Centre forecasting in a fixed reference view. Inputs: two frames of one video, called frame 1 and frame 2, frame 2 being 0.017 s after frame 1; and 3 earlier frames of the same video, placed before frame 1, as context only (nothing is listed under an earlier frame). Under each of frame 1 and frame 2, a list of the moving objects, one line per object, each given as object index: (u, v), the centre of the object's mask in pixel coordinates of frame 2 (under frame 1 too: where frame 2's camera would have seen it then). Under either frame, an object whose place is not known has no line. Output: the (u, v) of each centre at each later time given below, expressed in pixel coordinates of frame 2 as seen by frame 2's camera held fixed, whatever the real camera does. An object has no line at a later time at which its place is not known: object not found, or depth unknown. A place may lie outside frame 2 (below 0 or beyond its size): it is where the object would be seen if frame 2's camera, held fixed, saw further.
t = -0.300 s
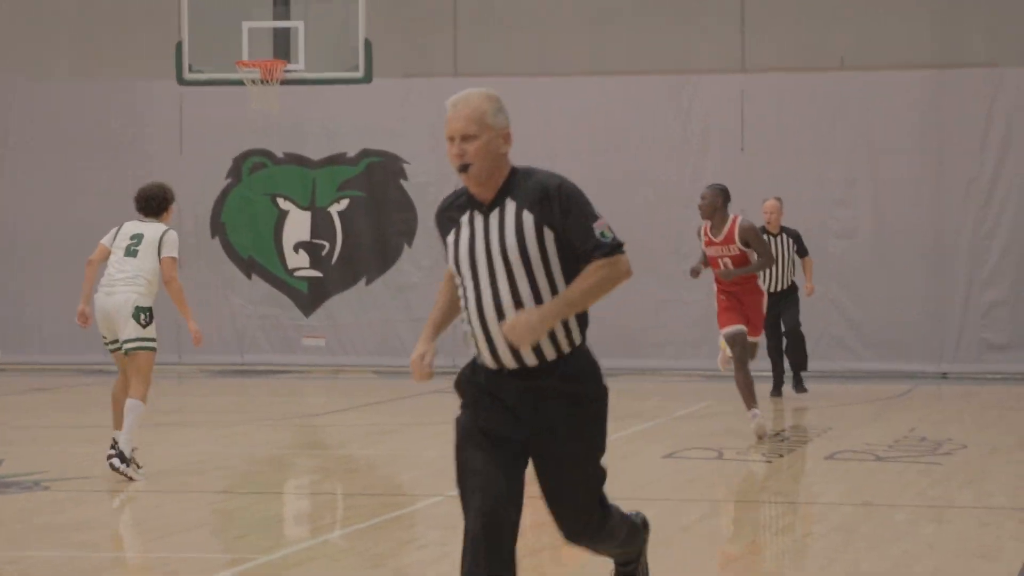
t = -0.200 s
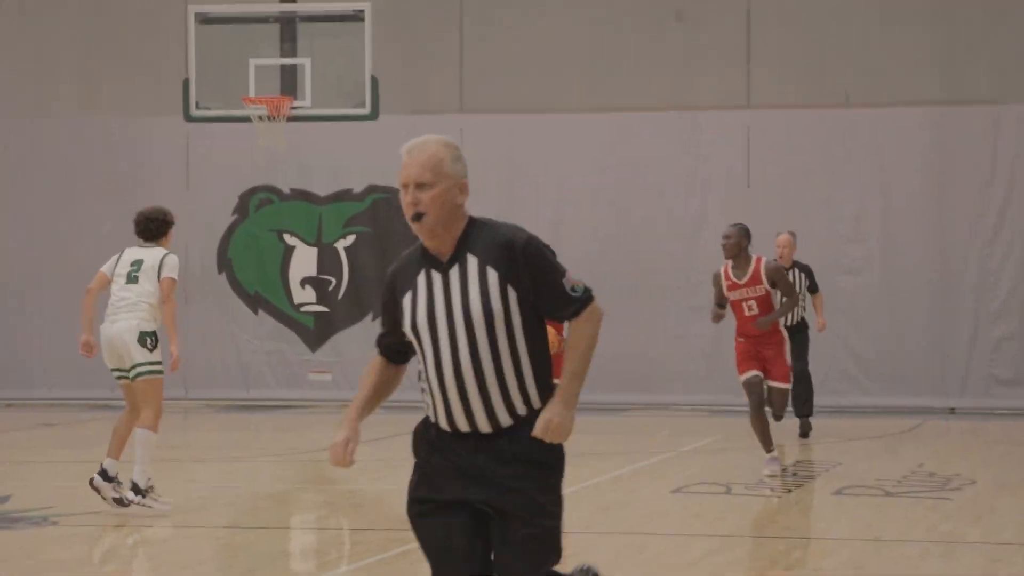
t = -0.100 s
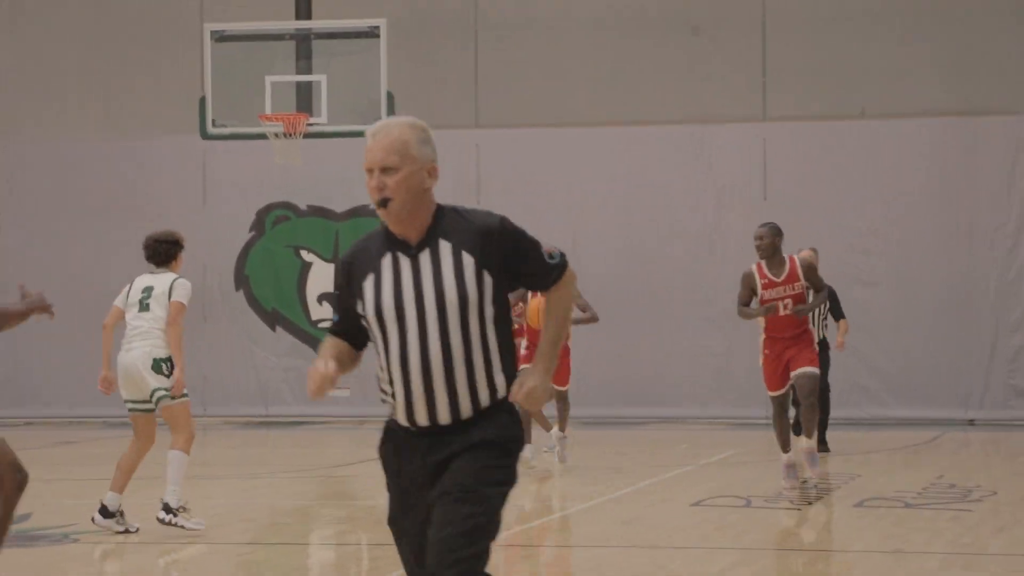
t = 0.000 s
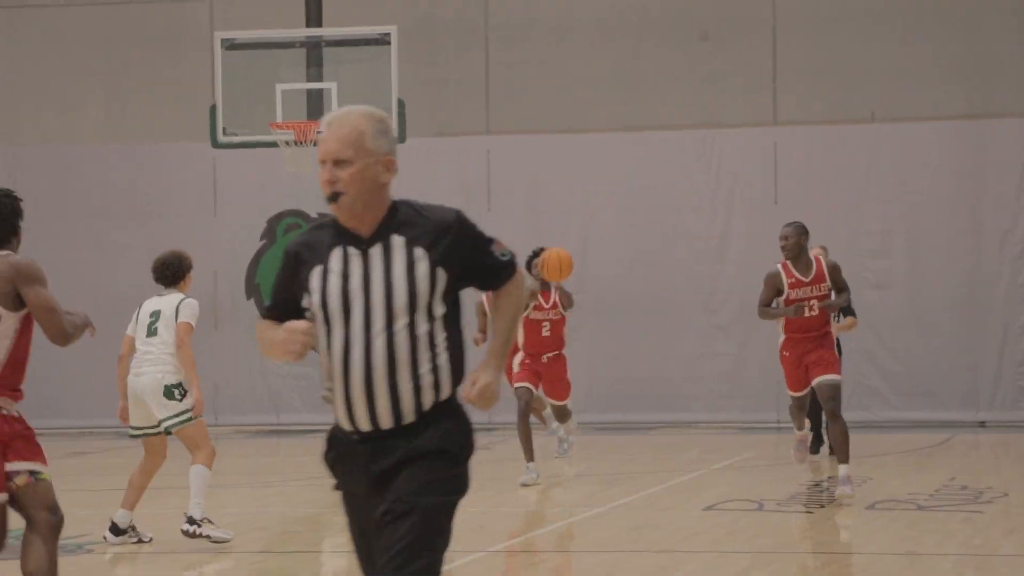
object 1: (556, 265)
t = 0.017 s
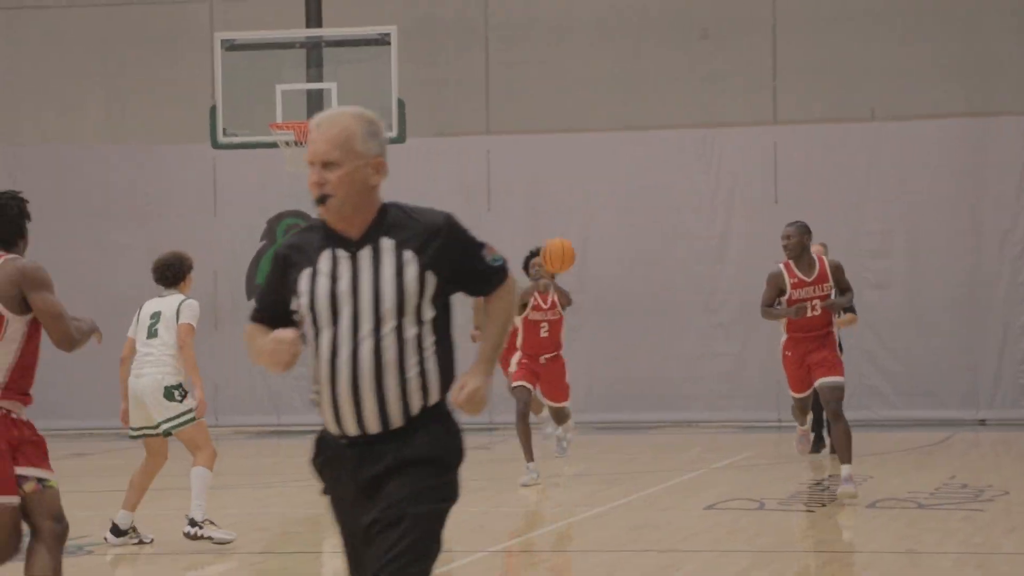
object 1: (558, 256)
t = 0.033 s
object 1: (559, 246)
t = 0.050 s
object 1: (561, 237)
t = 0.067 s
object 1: (563, 229)
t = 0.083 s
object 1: (564, 220)
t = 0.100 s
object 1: (566, 213)
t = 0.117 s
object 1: (568, 205)
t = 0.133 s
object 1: (570, 197)
